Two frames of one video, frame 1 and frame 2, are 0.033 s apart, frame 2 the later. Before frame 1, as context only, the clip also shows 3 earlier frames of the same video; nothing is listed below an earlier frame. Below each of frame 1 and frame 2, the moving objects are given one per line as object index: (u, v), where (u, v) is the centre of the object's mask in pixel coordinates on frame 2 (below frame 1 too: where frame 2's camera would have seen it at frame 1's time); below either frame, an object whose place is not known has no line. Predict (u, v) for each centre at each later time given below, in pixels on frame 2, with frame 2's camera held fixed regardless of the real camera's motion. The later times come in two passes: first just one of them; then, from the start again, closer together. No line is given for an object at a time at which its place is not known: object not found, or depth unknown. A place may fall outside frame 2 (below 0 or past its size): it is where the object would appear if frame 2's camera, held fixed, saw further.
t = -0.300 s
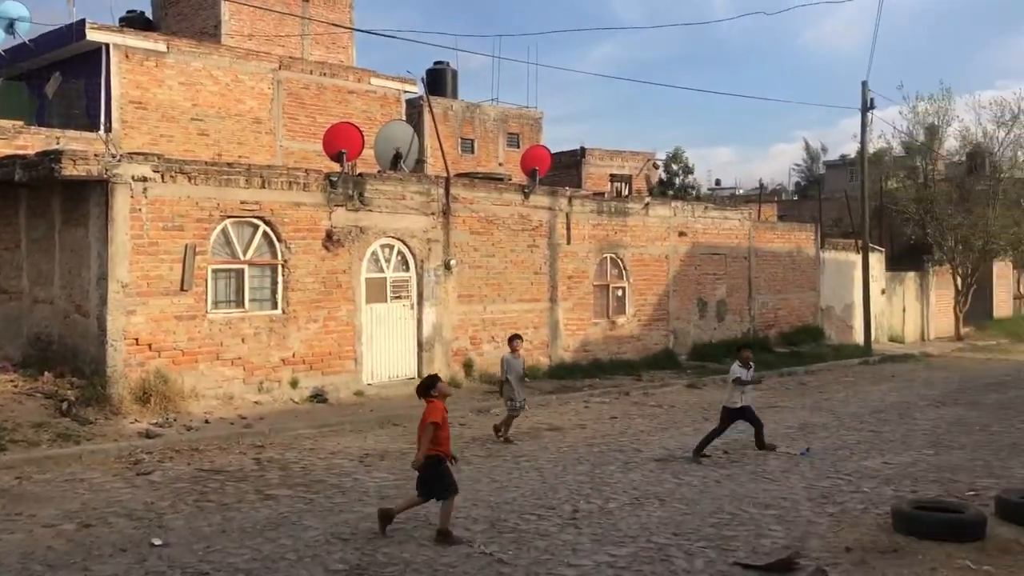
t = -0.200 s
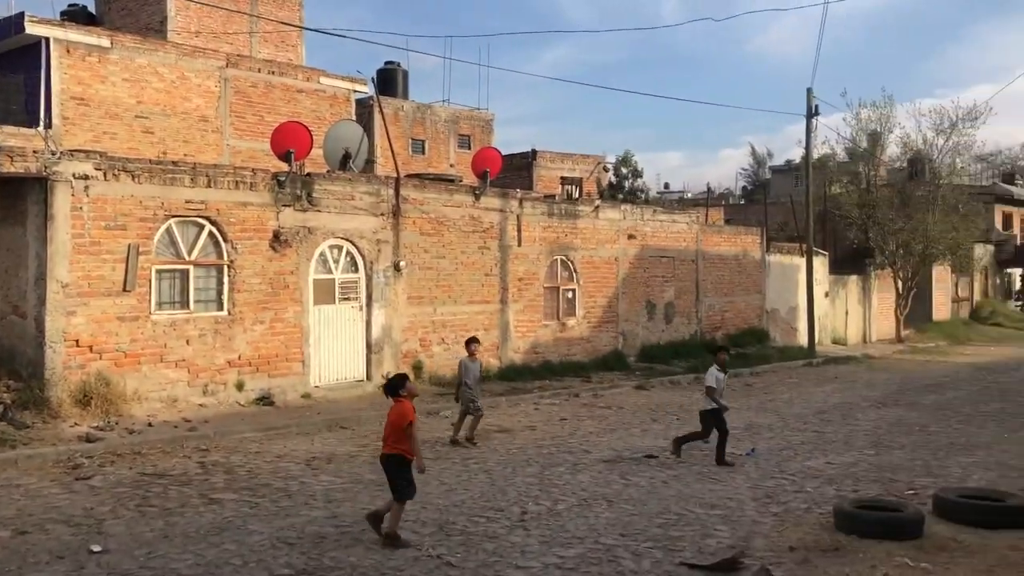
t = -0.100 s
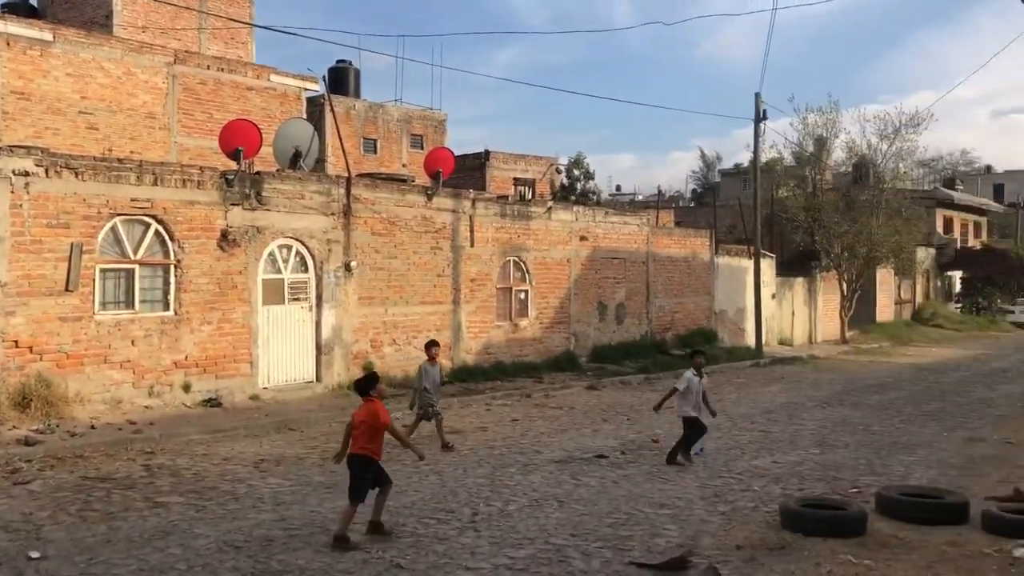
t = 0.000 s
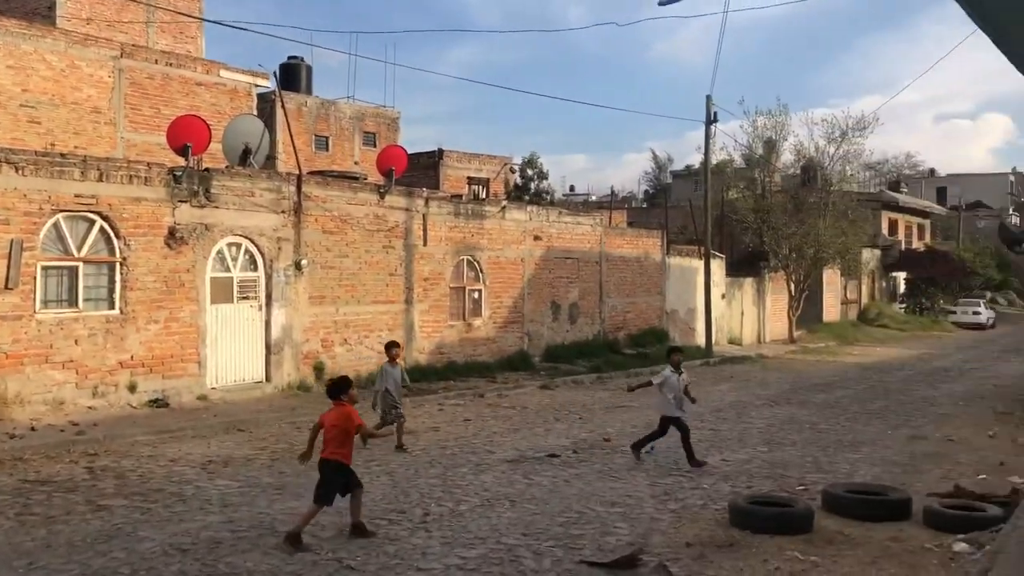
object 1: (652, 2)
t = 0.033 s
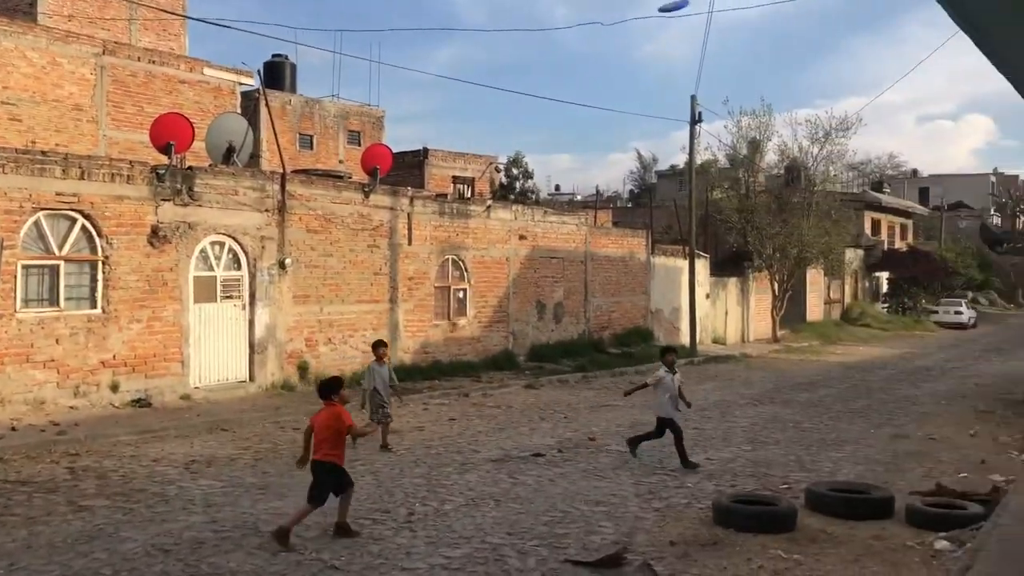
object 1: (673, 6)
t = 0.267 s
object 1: (782, 48)
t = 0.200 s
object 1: (751, 36)
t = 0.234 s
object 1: (765, 41)
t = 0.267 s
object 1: (782, 48)
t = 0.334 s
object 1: (814, 62)
